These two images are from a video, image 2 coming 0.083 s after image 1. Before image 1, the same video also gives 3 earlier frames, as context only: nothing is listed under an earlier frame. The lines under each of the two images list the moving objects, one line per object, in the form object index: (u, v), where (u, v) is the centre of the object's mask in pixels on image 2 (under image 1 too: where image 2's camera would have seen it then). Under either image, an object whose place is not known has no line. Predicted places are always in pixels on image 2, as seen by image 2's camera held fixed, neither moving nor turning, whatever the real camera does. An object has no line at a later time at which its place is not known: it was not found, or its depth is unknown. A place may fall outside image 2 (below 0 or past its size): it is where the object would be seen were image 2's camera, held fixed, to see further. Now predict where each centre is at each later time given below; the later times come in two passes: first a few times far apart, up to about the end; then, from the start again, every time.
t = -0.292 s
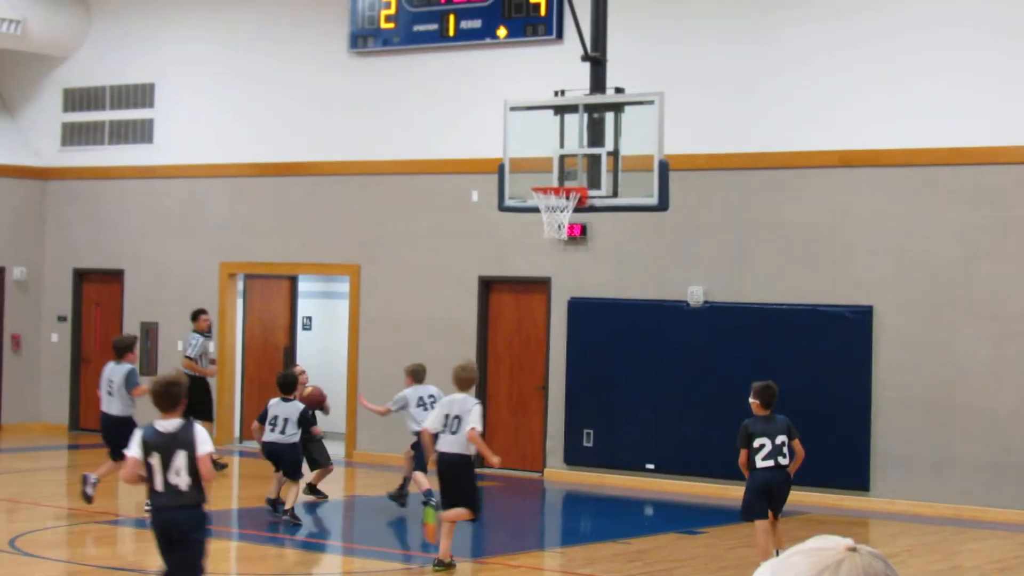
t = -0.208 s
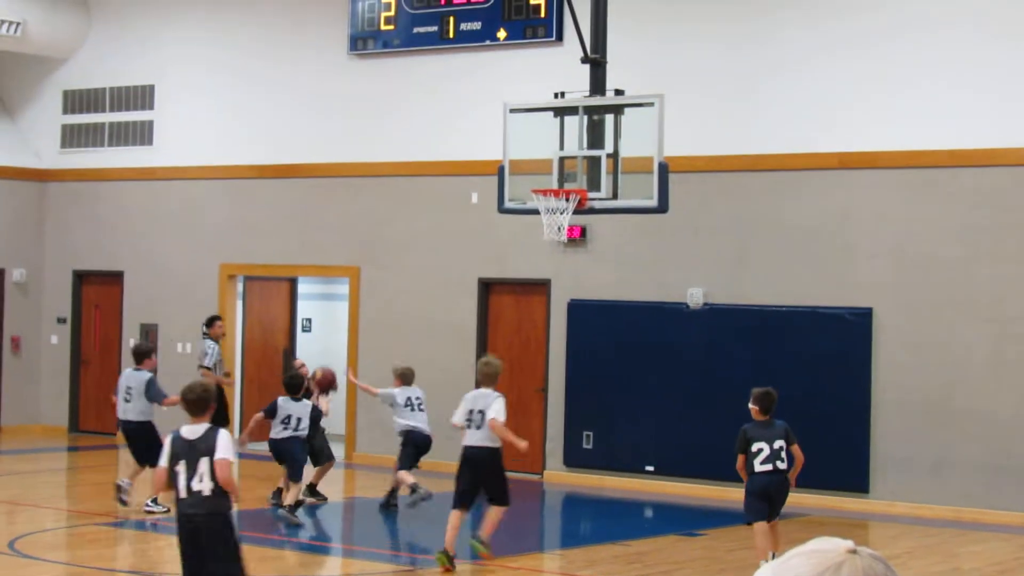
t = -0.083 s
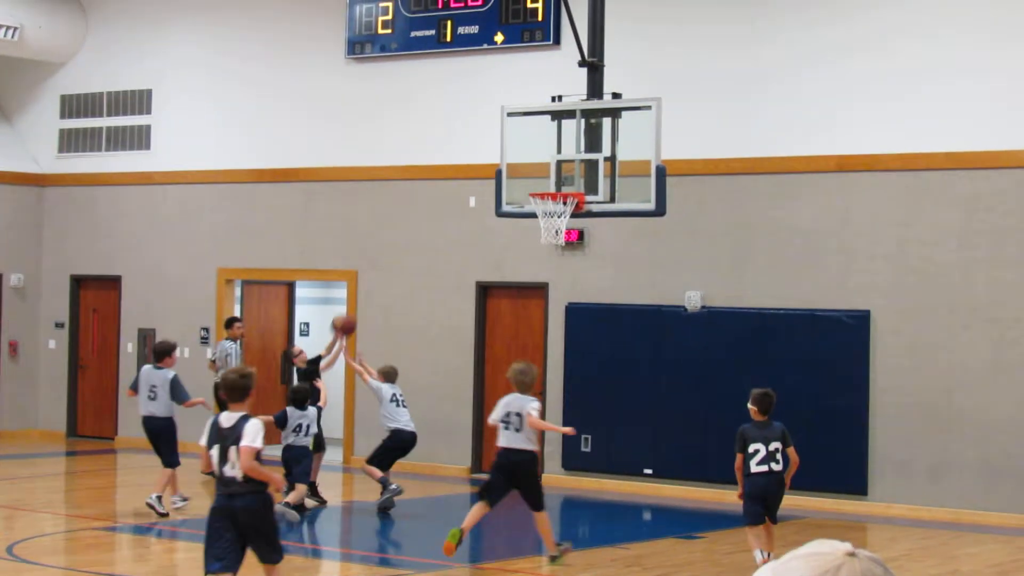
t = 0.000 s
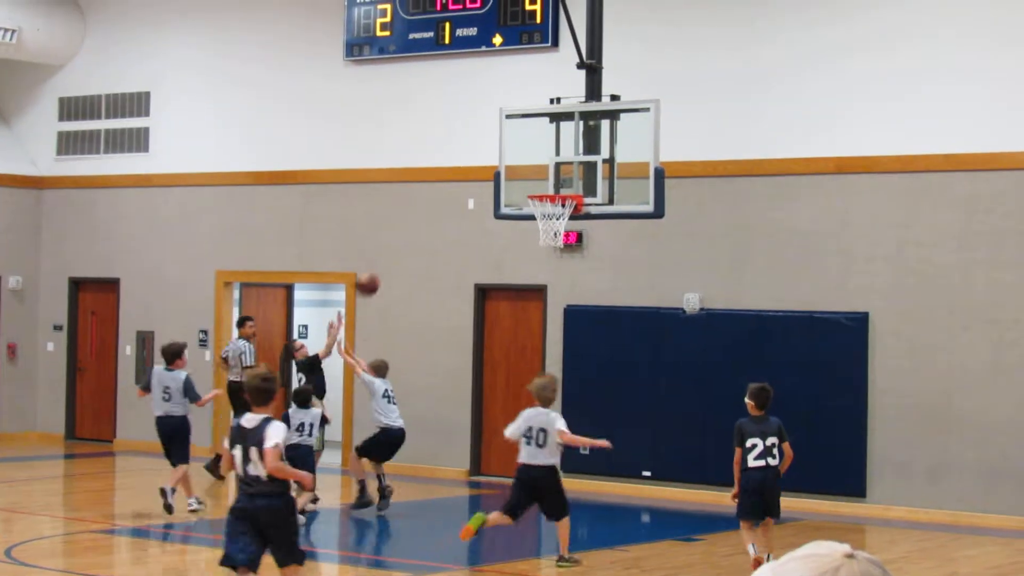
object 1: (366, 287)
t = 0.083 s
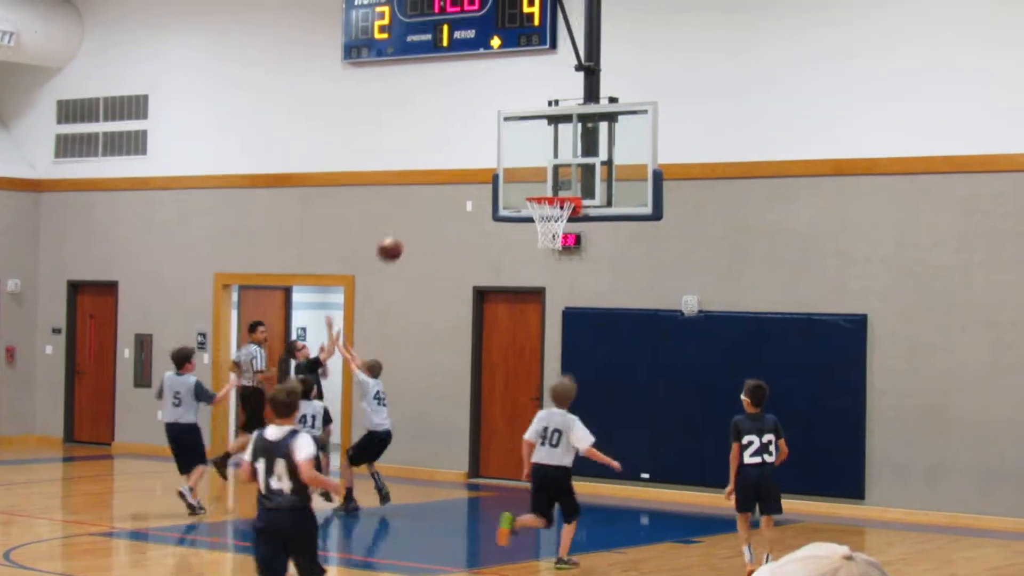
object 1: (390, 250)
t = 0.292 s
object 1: (451, 187)
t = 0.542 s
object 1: (522, 171)
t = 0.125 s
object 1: (402, 233)
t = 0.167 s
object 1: (414, 219)
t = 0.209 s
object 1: (427, 207)
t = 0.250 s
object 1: (439, 196)
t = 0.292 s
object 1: (451, 187)
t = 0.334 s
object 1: (463, 181)
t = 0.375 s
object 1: (475, 175)
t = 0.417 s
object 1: (486, 172)
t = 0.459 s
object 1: (498, 169)
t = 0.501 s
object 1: (510, 169)
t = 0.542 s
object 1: (522, 171)
